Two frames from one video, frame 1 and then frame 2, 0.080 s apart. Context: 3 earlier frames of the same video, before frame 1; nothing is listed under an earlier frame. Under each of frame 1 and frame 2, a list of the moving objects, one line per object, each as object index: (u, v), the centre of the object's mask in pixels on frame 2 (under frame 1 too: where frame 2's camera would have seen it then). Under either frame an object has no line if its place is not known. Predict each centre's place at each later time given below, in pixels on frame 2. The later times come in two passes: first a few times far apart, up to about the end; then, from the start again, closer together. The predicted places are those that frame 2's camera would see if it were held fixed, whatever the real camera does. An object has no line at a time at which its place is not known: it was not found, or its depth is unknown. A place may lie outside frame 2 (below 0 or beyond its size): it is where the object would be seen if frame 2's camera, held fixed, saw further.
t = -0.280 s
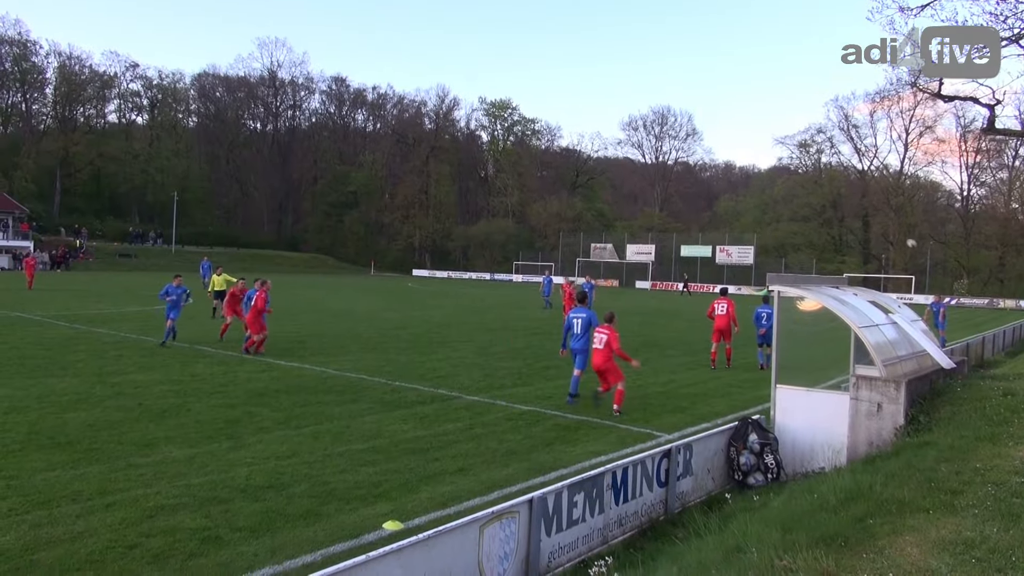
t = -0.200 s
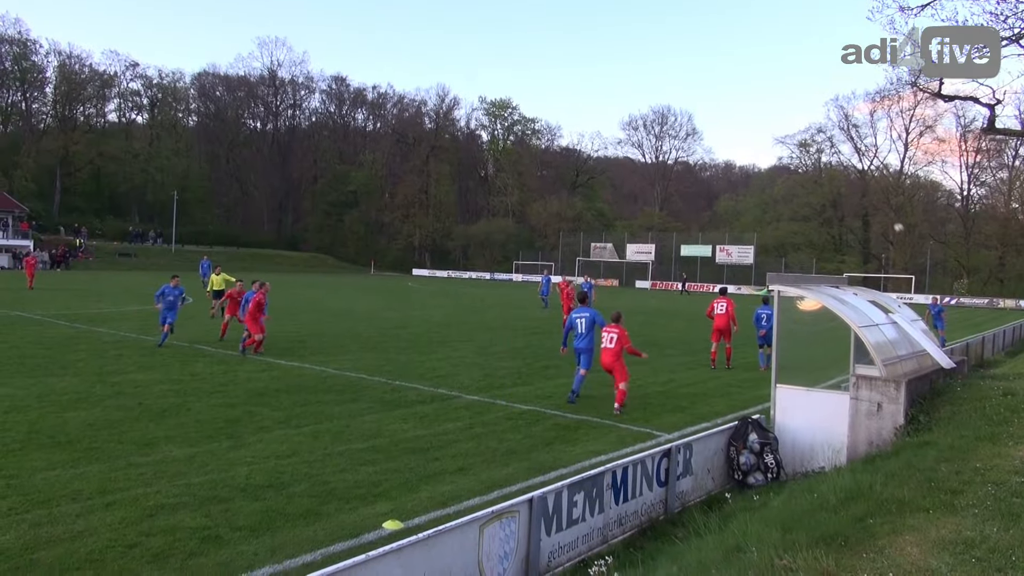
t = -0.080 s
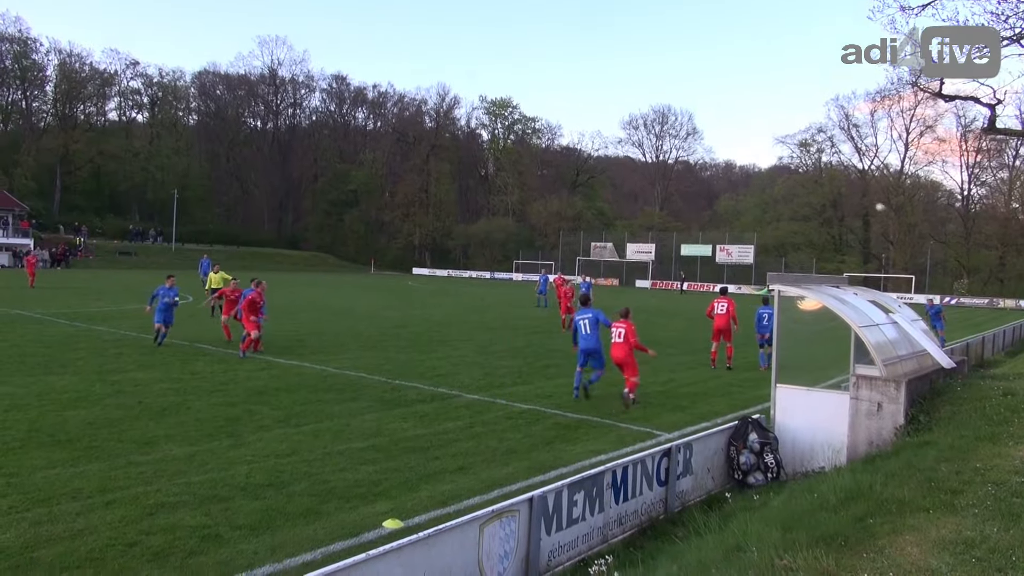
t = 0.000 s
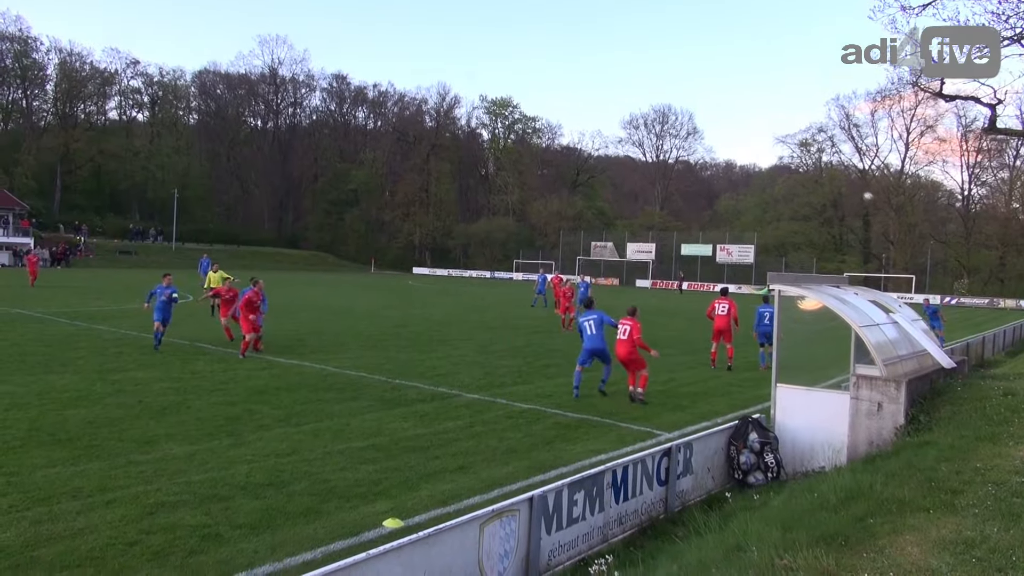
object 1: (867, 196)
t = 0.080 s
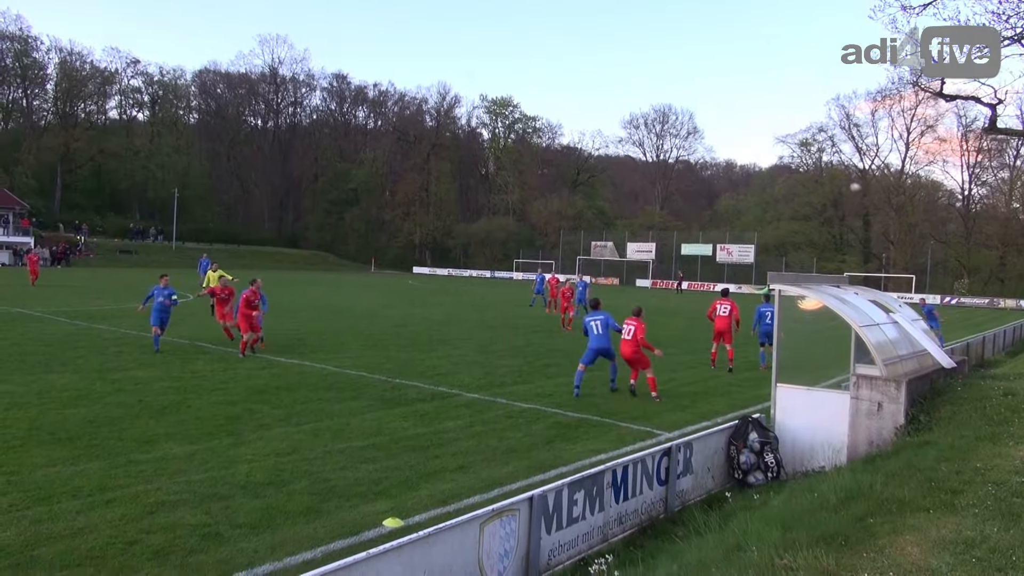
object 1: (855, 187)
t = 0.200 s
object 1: (834, 177)
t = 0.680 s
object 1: (733, 204)
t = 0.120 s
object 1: (848, 183)
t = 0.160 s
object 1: (841, 180)
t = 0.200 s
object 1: (834, 177)
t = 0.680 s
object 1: (733, 204)
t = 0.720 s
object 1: (723, 212)
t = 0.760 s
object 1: (712, 221)
